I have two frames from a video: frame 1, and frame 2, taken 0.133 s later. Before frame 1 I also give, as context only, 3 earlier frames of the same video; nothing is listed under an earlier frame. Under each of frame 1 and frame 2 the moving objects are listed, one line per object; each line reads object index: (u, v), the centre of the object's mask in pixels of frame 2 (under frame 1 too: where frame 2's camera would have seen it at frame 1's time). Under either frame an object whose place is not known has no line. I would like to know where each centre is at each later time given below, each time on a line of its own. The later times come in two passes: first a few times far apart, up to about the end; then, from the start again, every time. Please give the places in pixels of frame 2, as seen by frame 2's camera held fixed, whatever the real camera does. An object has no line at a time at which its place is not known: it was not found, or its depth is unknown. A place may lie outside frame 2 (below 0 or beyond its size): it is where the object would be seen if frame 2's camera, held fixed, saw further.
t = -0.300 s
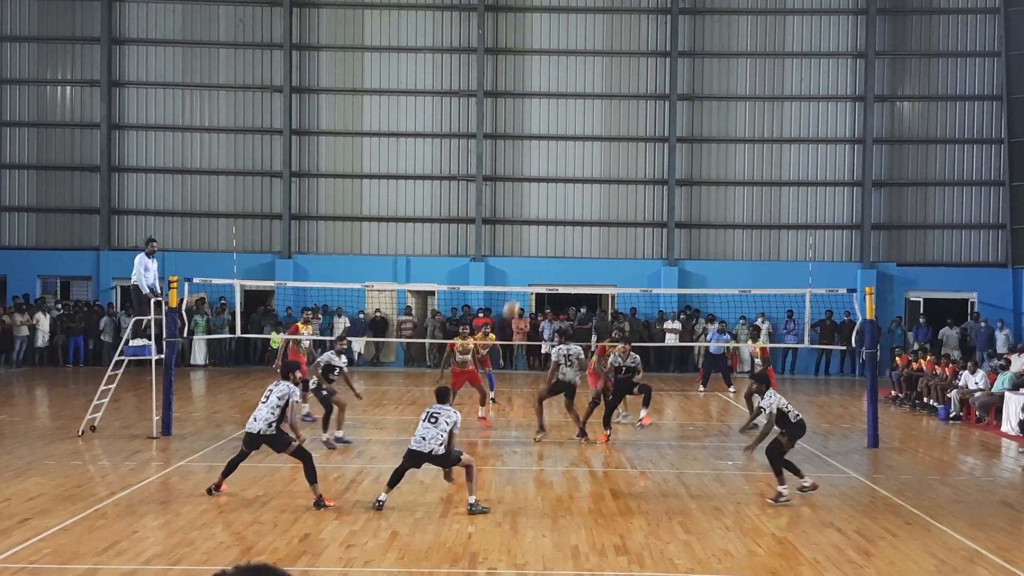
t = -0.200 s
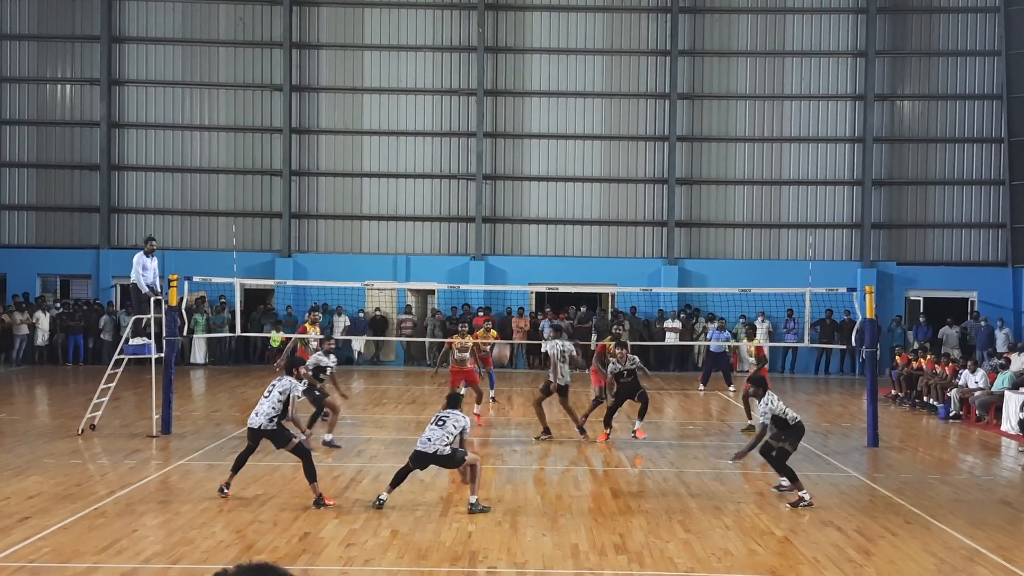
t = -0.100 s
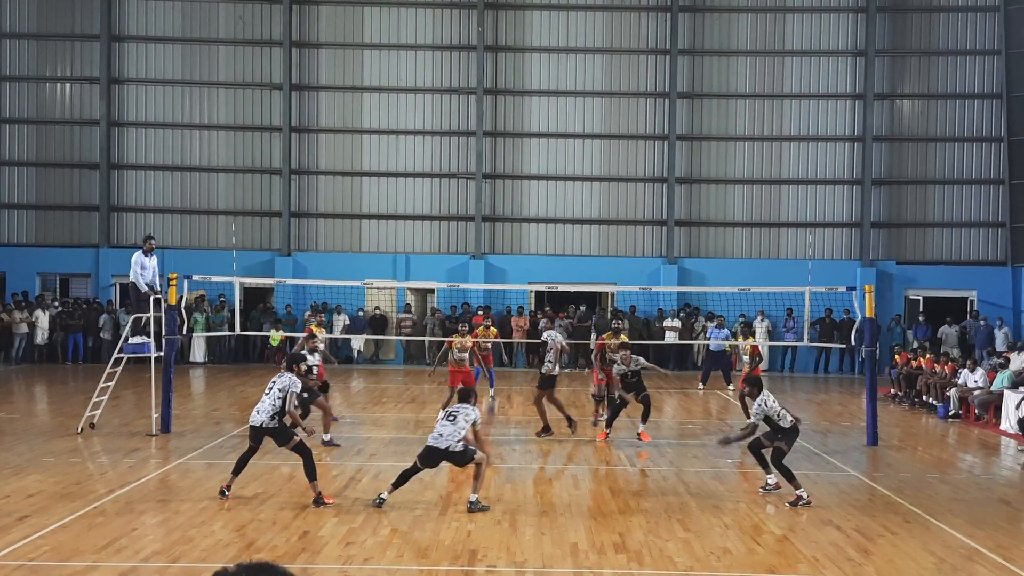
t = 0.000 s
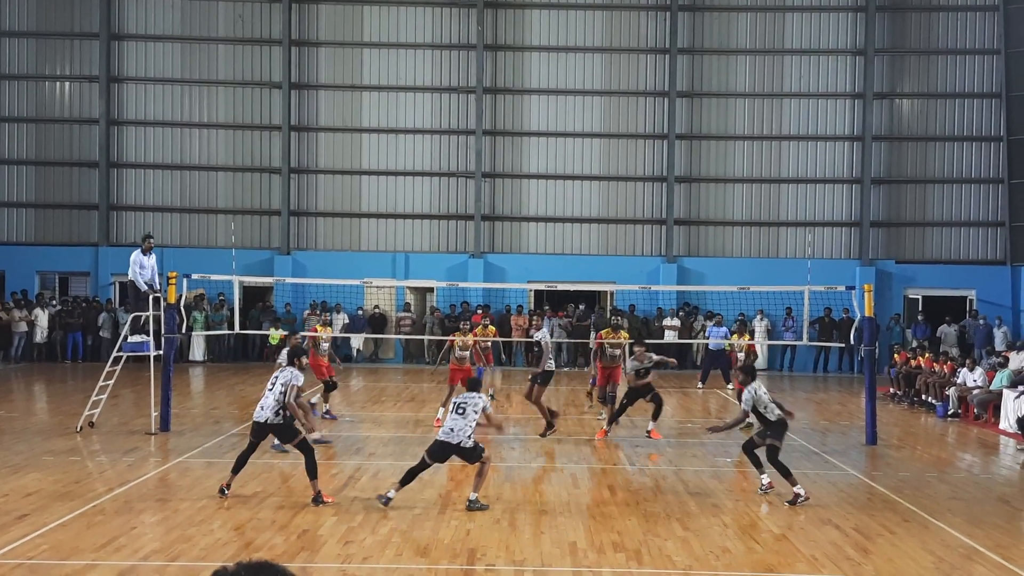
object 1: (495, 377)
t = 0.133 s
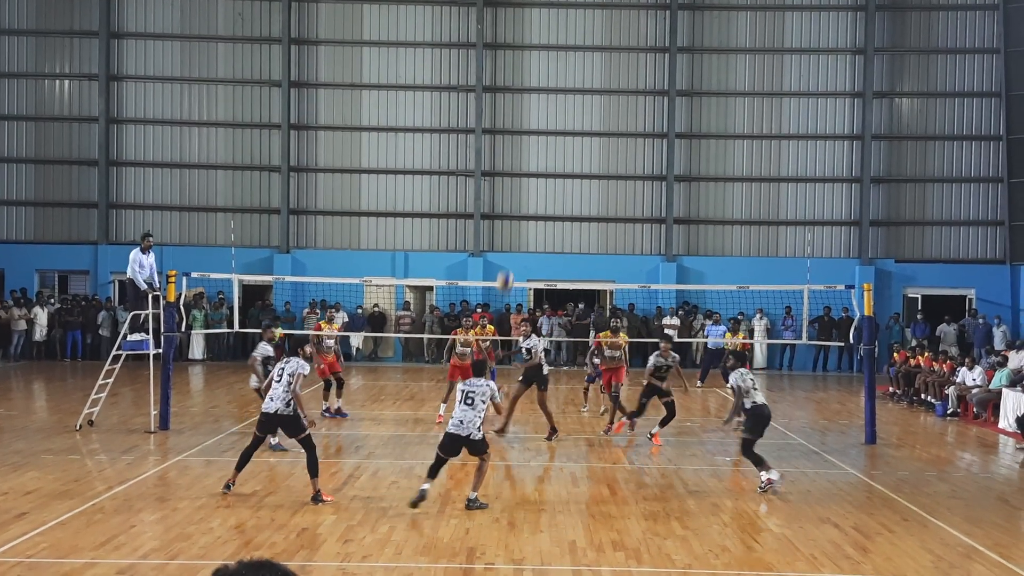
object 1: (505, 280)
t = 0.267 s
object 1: (514, 205)
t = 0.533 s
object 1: (536, 106)
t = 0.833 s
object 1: (551, 69)
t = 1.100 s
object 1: (562, 93)
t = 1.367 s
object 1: (570, 165)
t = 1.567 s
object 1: (577, 245)
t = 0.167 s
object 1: (508, 261)
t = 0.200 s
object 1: (511, 242)
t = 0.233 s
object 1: (514, 222)
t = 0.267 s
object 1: (514, 205)
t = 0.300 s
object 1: (518, 189)
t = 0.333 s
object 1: (522, 174)
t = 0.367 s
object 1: (524, 160)
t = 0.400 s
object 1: (527, 146)
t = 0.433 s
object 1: (529, 135)
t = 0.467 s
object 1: (531, 124)
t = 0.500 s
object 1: (533, 114)
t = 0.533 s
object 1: (536, 106)
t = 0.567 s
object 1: (537, 97)
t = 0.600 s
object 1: (539, 92)
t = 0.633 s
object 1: (541, 85)
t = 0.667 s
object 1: (543, 80)
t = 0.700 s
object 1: (544, 76)
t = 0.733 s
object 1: (546, 74)
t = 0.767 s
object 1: (548, 70)
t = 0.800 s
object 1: (550, 69)
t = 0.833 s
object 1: (551, 69)
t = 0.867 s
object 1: (553, 69)
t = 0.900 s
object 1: (554, 71)
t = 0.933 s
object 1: (555, 72)
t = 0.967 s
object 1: (557, 75)
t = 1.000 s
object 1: (558, 79)
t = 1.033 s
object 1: (560, 83)
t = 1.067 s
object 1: (561, 88)
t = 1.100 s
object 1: (562, 93)
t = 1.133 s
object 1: (563, 100)
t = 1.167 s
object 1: (565, 108)
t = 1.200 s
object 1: (565, 115)
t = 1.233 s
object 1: (567, 125)
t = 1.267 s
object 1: (568, 133)
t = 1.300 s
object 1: (569, 143)
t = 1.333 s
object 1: (569, 154)
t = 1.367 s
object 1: (570, 165)
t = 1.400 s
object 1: (572, 177)
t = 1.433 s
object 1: (572, 189)
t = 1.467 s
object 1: (574, 203)
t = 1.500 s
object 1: (573, 216)
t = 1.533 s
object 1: (576, 229)
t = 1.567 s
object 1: (577, 245)
